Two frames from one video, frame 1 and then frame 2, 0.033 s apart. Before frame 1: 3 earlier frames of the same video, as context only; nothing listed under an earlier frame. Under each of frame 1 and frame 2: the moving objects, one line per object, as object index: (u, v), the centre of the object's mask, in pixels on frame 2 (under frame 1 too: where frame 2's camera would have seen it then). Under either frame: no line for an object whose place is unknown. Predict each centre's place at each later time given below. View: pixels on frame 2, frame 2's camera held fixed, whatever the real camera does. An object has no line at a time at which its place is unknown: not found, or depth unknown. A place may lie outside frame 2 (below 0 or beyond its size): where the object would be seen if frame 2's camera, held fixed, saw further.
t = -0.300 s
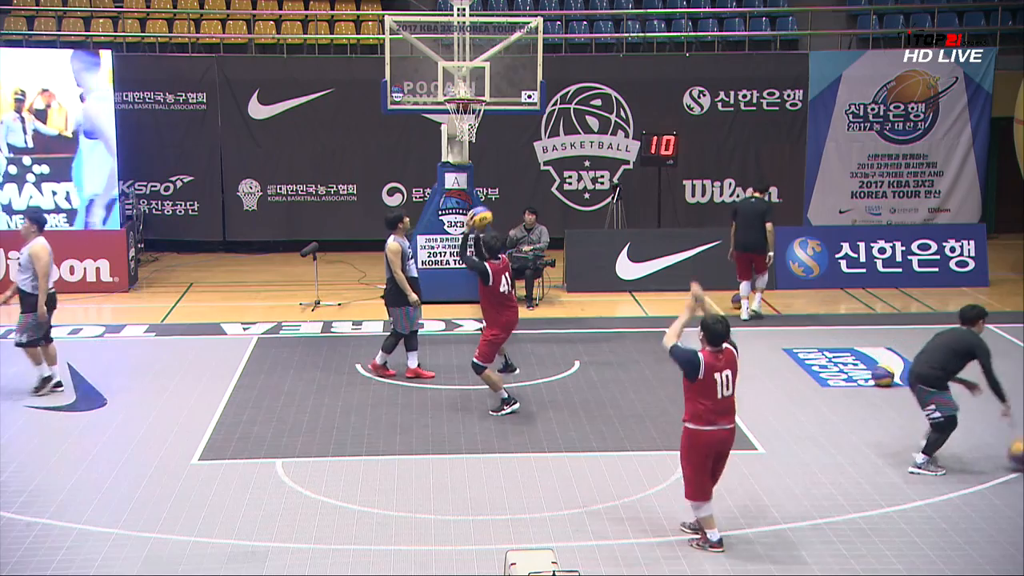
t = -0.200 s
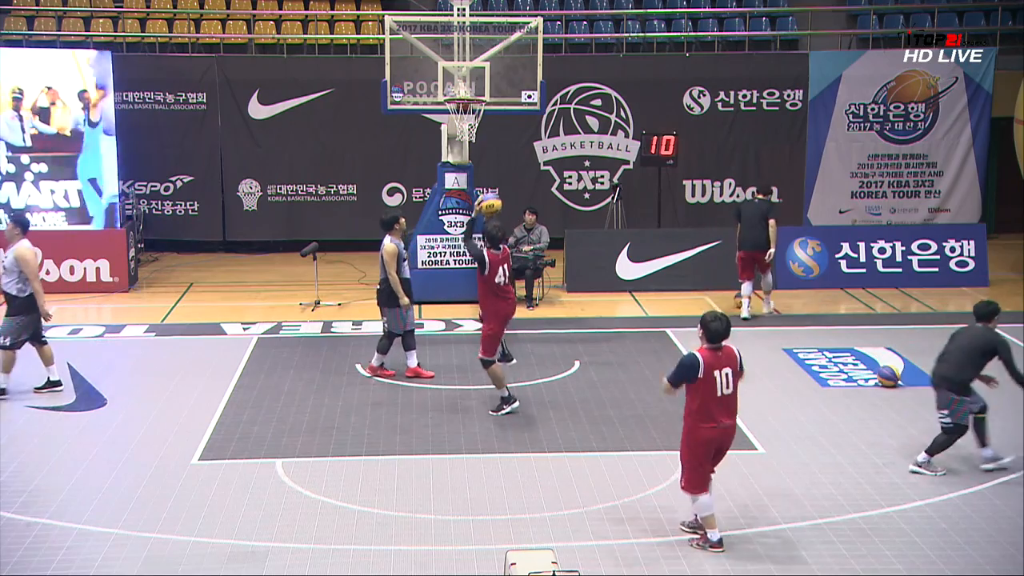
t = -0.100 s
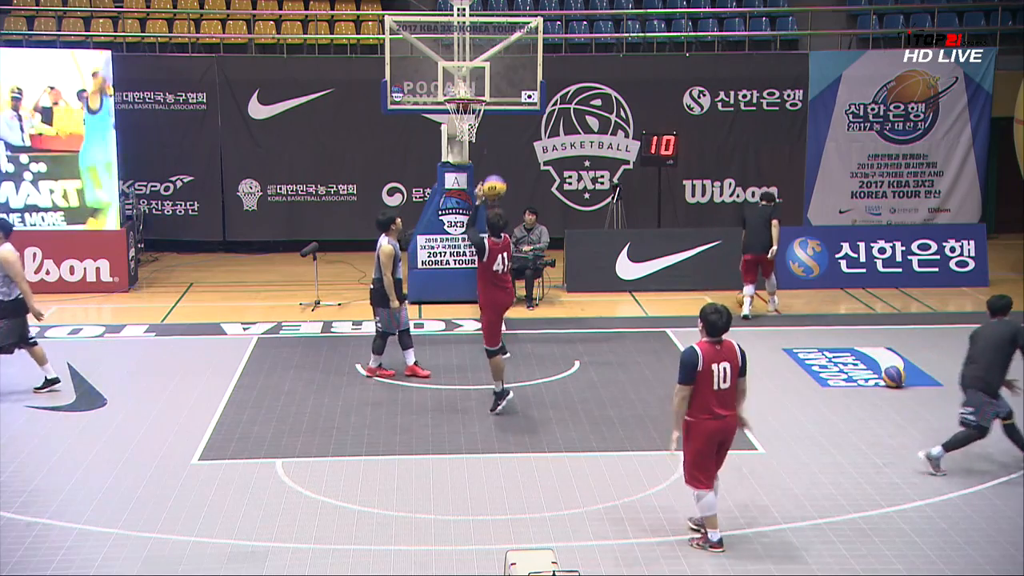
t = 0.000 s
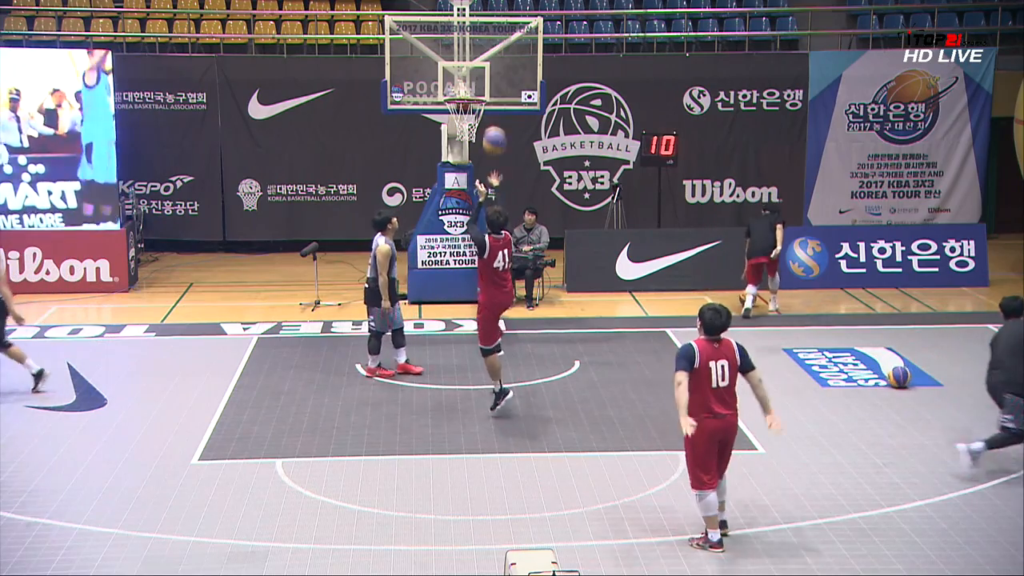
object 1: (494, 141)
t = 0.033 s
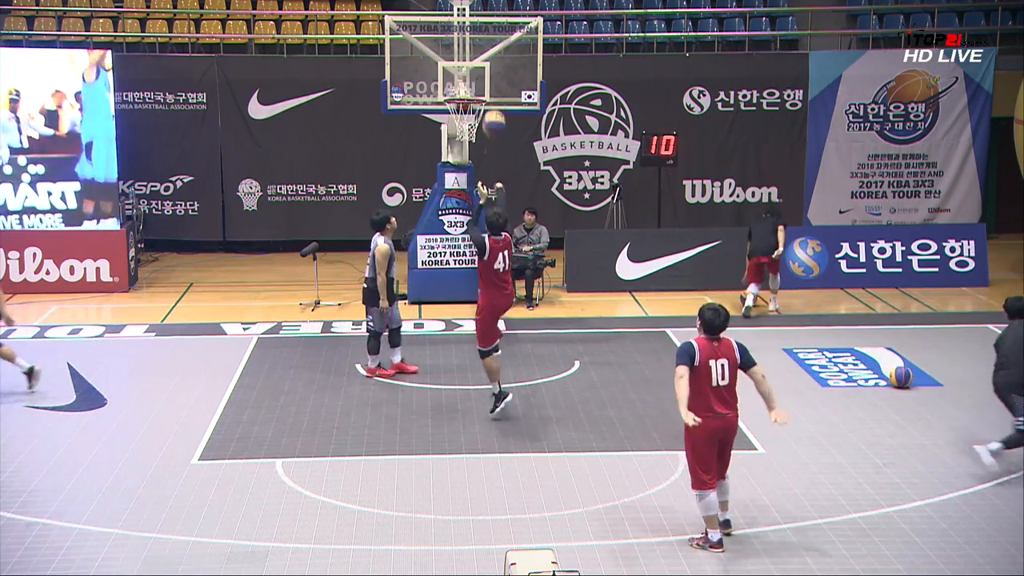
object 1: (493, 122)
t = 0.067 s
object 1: (494, 105)
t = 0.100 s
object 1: (494, 93)
